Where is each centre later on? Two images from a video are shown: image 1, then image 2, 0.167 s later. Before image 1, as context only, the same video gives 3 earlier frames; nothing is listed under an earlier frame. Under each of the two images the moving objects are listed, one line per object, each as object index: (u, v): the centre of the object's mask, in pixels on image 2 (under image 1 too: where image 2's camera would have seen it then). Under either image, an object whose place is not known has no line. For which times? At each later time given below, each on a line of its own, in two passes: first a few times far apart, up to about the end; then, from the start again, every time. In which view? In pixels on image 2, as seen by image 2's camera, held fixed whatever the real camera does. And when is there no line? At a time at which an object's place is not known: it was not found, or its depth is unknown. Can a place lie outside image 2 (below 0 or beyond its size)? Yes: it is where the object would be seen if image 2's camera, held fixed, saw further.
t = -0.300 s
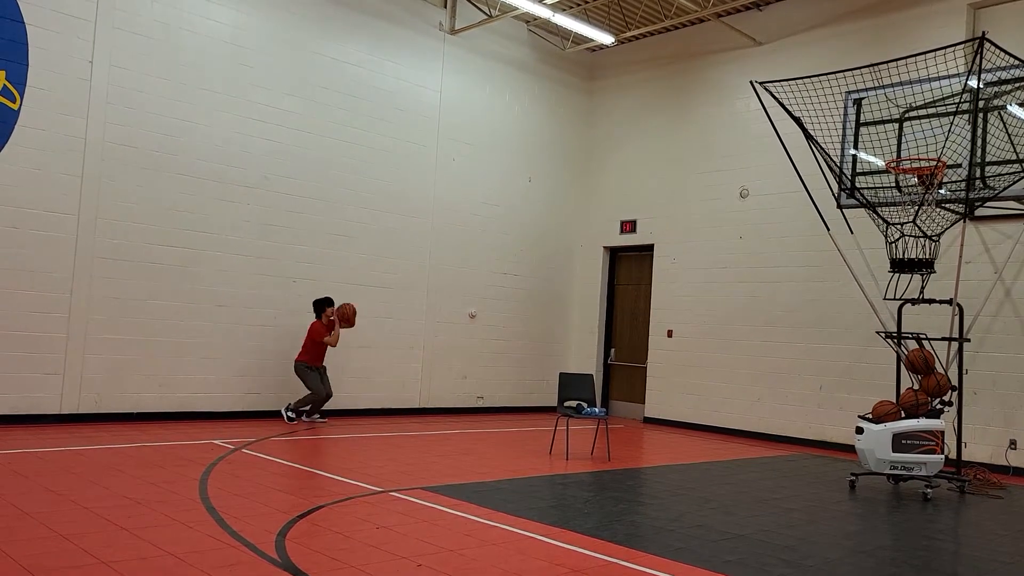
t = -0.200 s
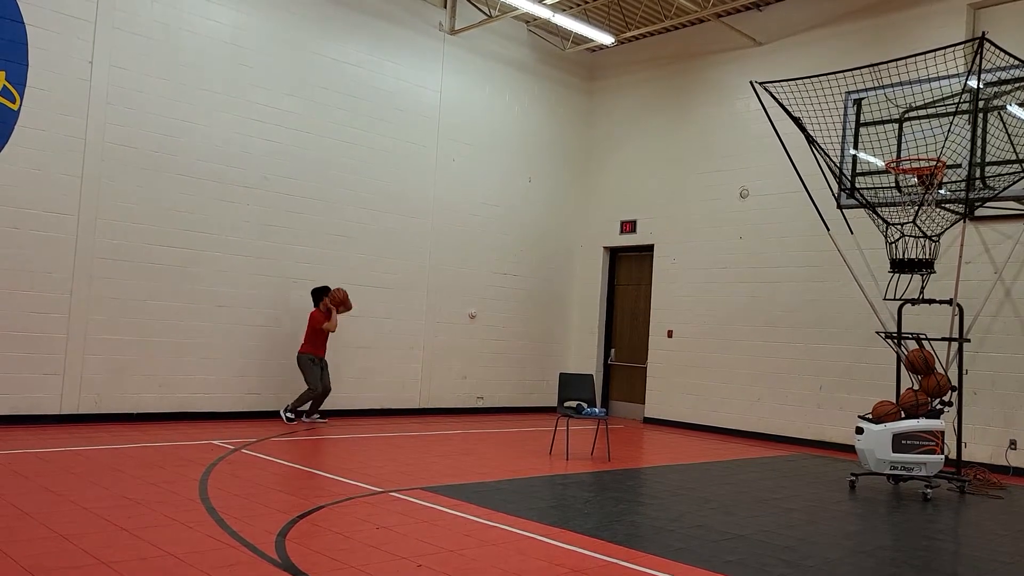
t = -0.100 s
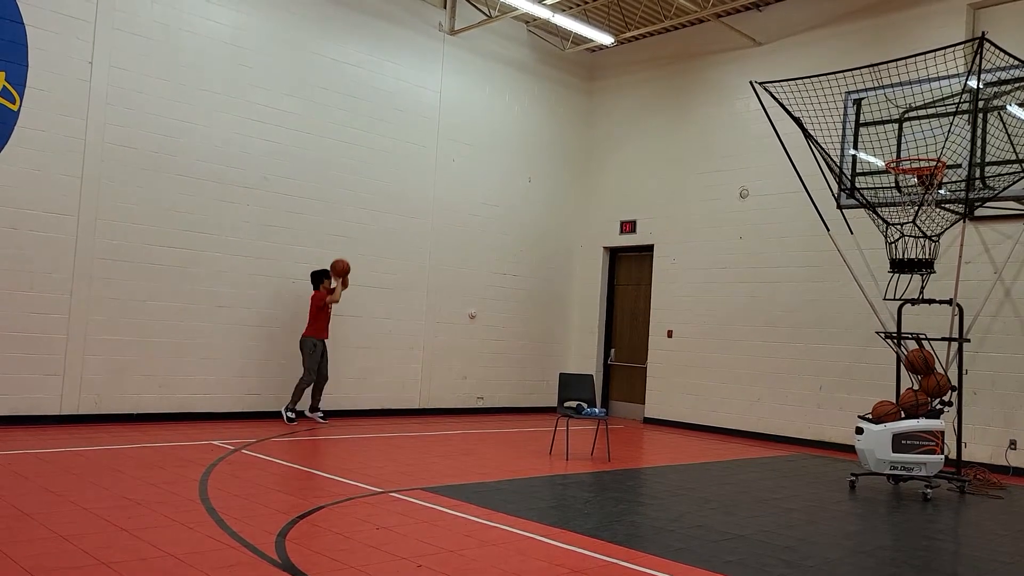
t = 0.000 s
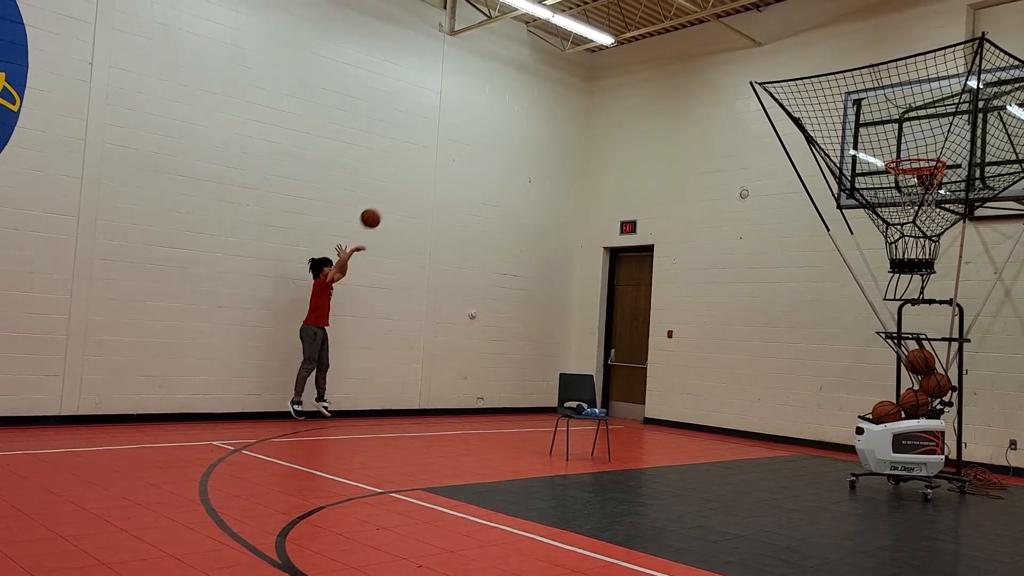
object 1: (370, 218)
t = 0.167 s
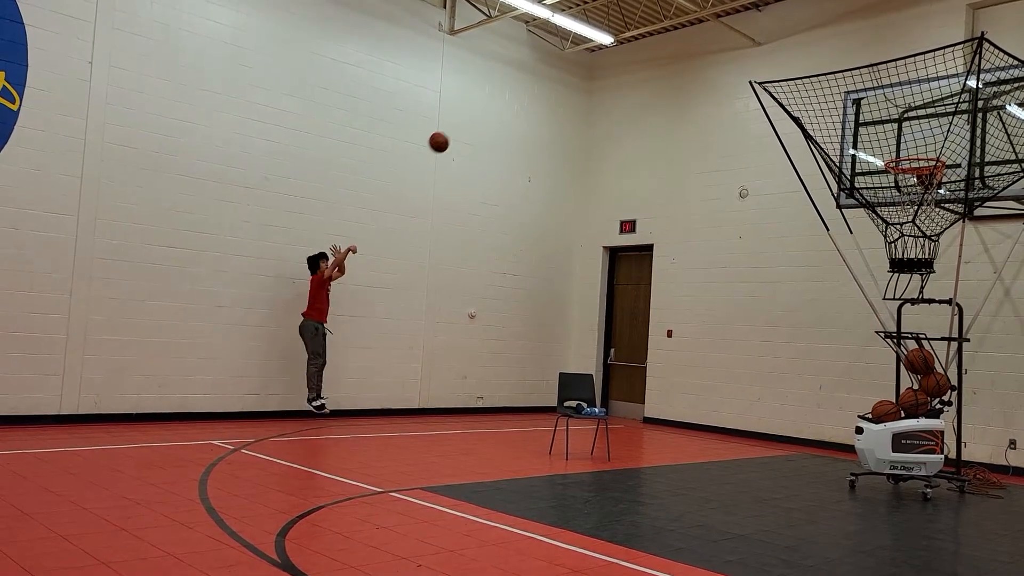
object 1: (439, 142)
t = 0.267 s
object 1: (480, 106)
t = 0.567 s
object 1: (607, 45)
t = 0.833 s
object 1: (726, 55)
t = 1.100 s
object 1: (854, 137)
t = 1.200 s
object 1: (849, 161)
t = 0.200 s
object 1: (453, 129)
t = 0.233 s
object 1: (466, 118)
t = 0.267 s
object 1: (480, 106)
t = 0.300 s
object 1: (494, 97)
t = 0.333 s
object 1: (508, 87)
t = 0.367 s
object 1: (521, 78)
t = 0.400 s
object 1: (536, 71)
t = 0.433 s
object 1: (550, 63)
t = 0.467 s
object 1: (564, 58)
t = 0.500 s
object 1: (578, 52)
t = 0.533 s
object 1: (593, 49)
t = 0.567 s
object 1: (607, 45)
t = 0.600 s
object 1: (621, 43)
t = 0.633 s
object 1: (636, 42)
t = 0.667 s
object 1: (651, 42)
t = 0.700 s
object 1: (666, 42)
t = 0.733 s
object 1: (681, 44)
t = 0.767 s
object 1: (696, 47)
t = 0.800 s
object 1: (711, 50)
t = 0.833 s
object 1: (726, 55)
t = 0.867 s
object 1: (741, 61)
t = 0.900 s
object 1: (757, 69)
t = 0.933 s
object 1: (773, 77)
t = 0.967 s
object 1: (789, 87)
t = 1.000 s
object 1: (805, 97)
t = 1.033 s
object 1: (821, 110)
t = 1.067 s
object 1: (837, 123)
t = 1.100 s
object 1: (854, 137)
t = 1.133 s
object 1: (871, 153)
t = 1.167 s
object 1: (870, 161)
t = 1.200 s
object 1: (849, 161)
